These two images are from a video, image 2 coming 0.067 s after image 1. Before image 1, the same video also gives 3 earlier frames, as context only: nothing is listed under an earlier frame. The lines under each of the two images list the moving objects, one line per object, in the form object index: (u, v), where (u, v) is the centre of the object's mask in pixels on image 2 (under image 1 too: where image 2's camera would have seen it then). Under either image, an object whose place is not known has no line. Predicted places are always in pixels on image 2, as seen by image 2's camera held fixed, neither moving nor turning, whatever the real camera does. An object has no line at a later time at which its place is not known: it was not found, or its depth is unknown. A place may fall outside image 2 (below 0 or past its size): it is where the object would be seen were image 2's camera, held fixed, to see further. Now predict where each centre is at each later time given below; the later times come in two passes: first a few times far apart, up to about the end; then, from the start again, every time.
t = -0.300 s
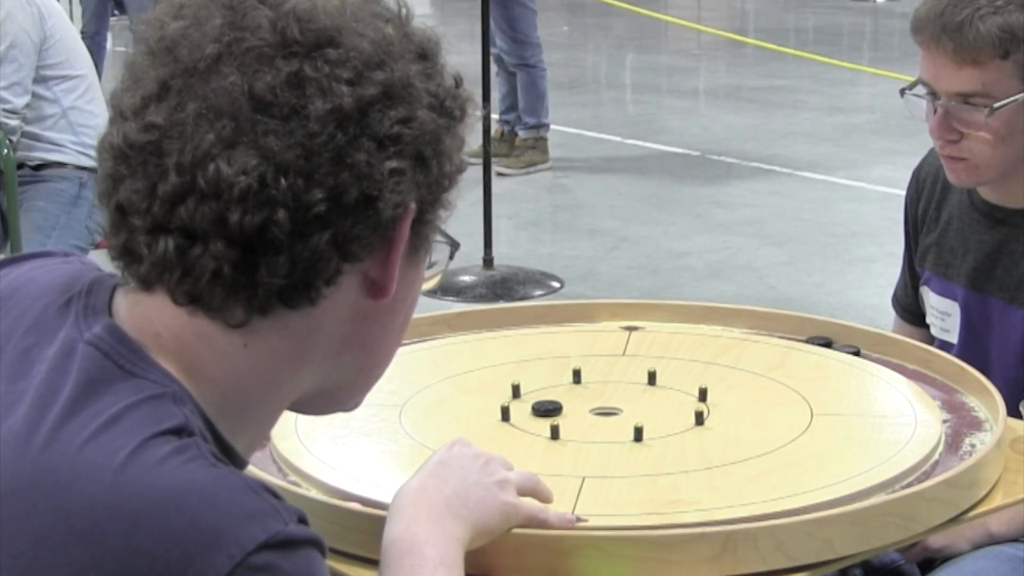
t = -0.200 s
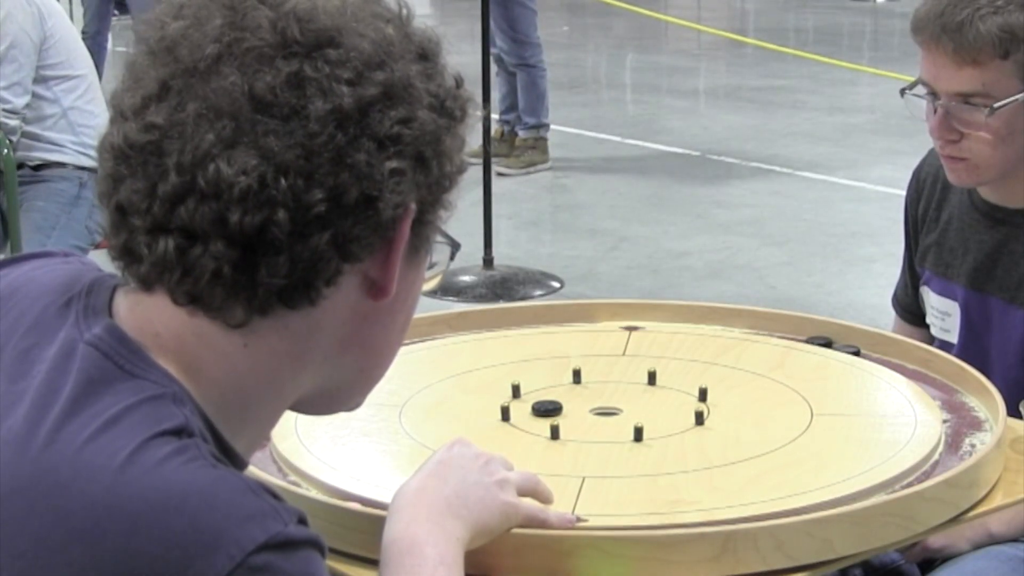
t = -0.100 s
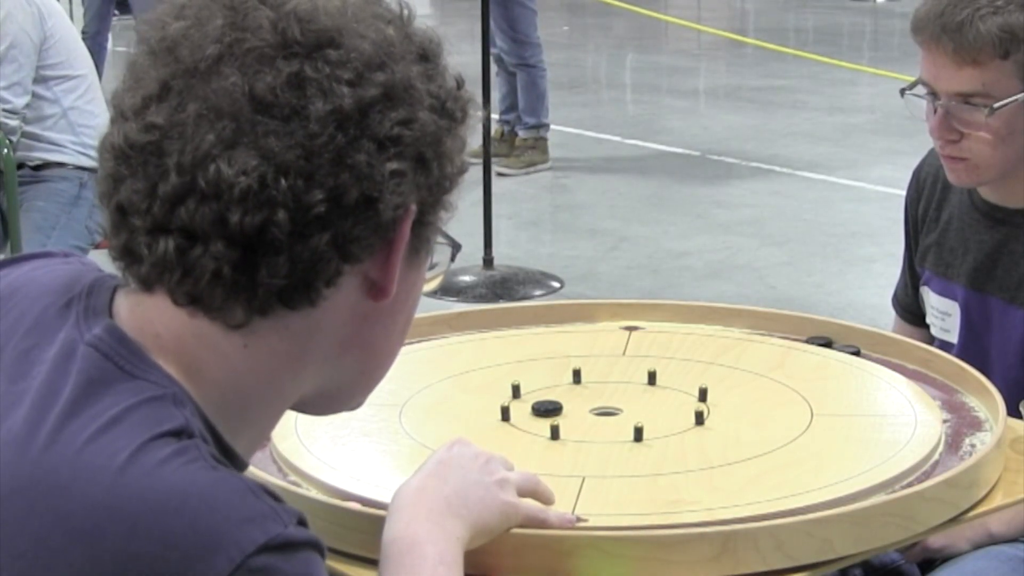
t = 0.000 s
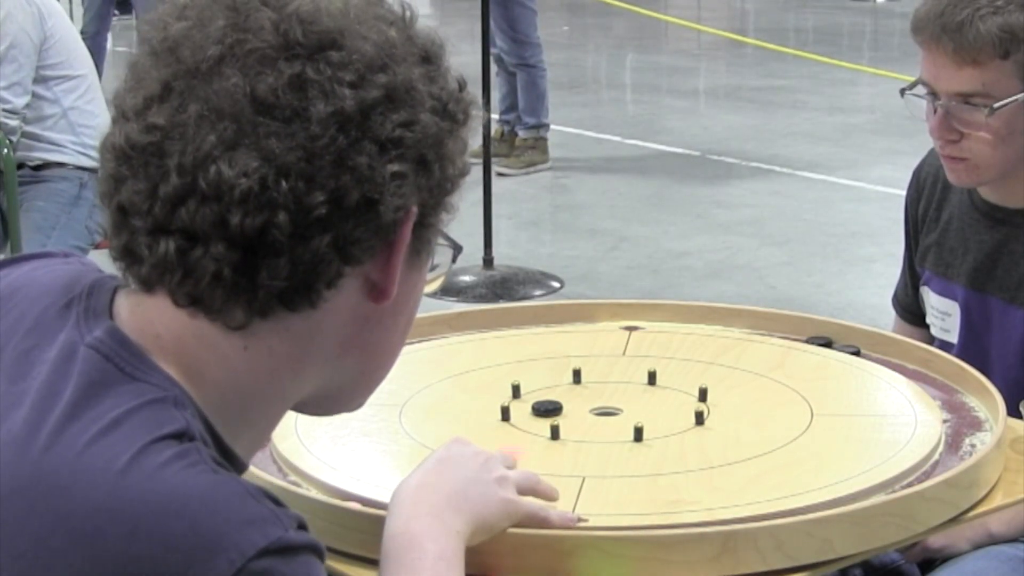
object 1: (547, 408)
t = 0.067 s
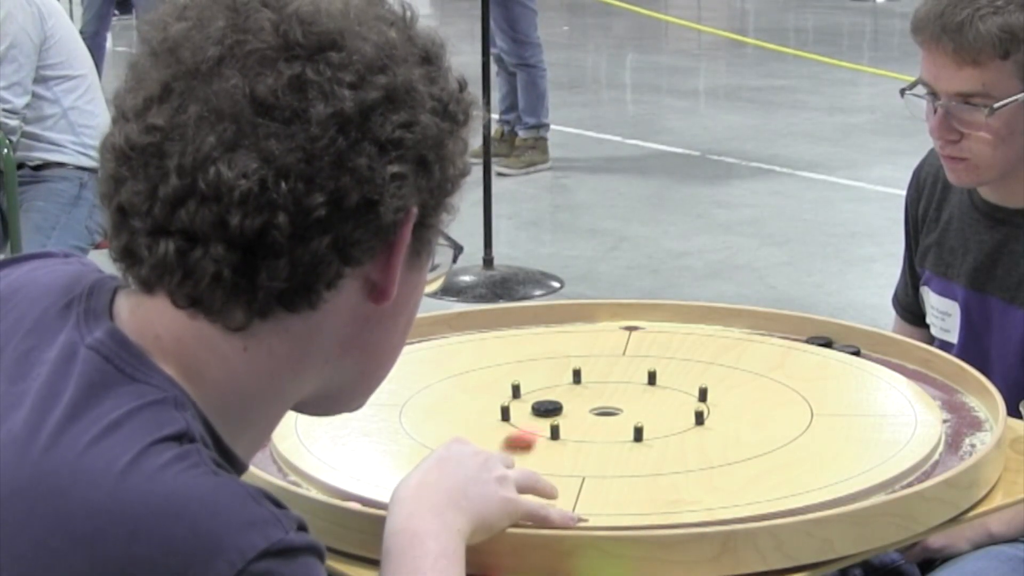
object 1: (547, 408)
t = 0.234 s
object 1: (556, 382)
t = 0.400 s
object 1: (543, 349)
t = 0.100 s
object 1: (548, 407)
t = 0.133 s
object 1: (548, 404)
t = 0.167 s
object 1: (551, 396)
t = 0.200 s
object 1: (553, 390)
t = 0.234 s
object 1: (556, 382)
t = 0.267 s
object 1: (553, 369)
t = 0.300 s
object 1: (551, 365)
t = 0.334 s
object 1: (548, 359)
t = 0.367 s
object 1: (545, 354)
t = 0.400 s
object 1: (543, 349)
